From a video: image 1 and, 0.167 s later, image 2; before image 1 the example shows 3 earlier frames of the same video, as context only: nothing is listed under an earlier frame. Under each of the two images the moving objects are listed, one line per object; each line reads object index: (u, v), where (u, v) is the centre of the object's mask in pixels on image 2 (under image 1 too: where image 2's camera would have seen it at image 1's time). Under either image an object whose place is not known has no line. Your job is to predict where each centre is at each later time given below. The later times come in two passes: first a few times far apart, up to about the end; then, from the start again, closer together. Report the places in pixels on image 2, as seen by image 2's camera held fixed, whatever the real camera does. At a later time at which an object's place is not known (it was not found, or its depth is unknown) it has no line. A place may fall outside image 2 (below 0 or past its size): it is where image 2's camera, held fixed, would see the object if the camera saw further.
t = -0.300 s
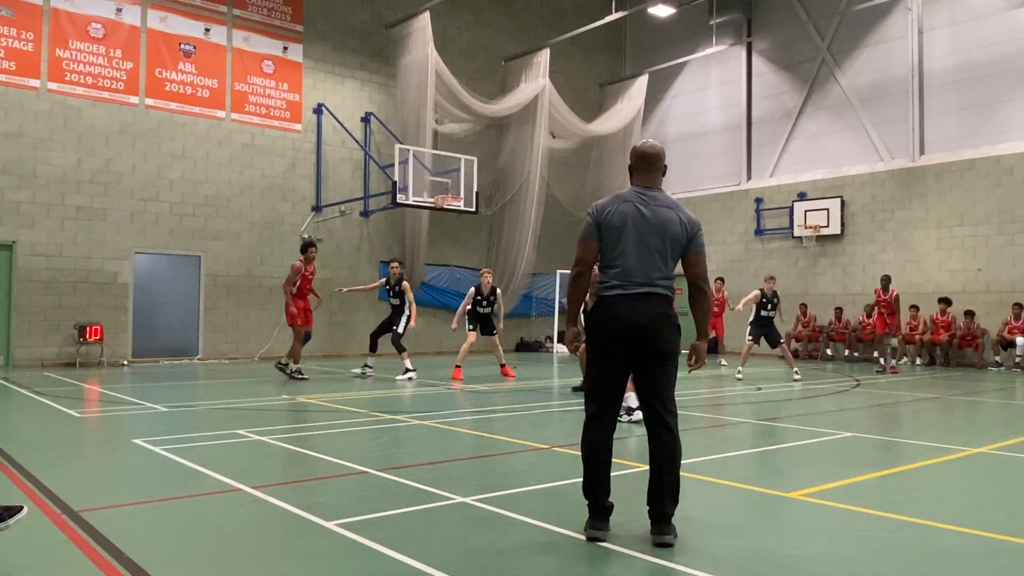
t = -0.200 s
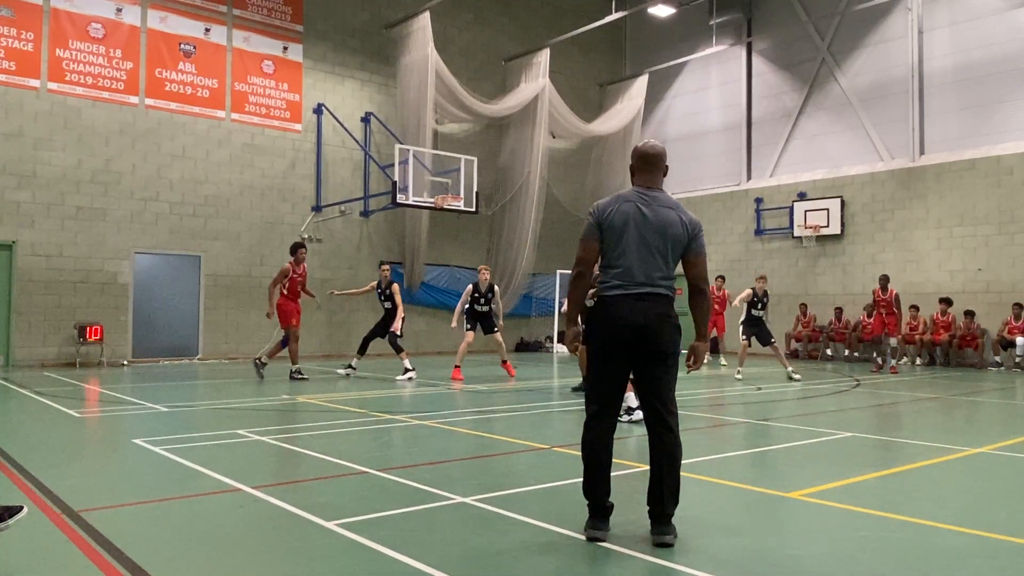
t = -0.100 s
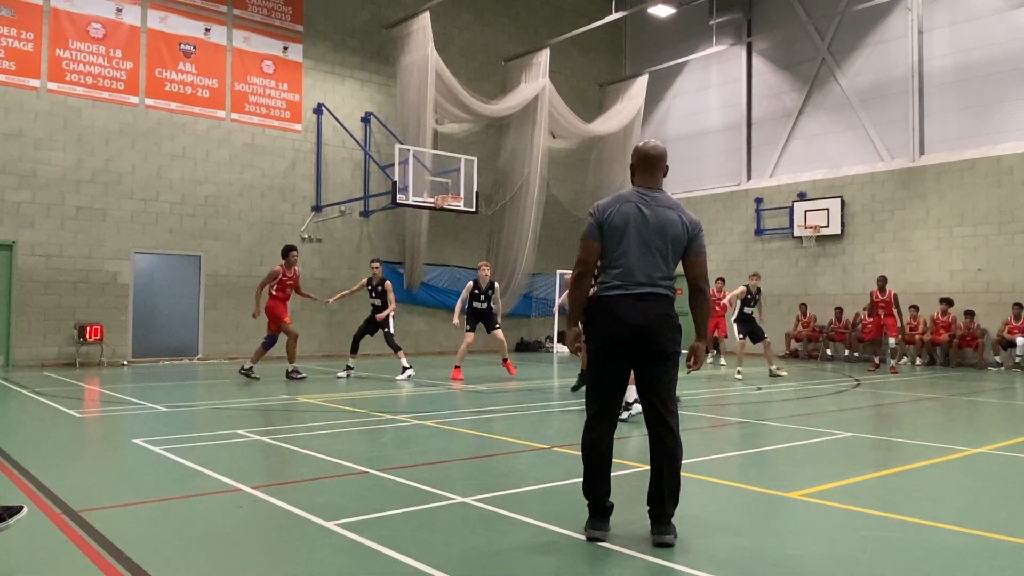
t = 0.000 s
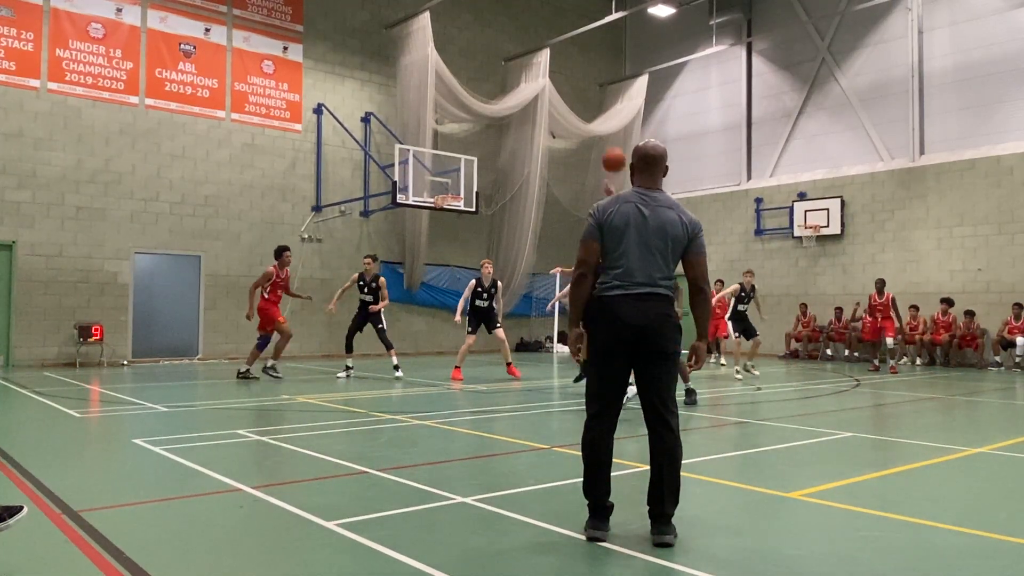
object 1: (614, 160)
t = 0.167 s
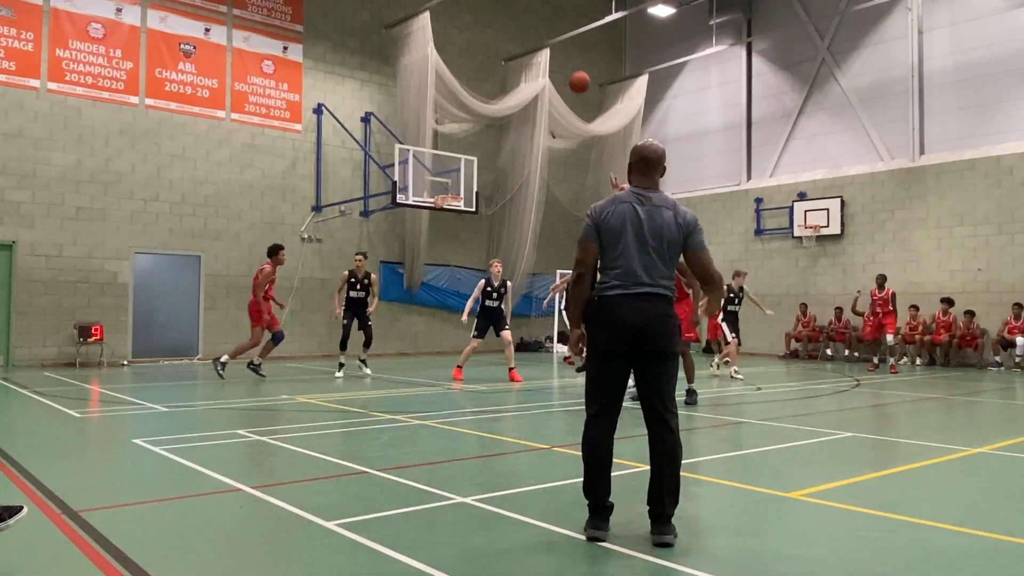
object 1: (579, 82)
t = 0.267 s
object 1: (562, 53)
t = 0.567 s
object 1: (519, 23)
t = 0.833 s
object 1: (490, 49)
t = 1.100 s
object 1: (468, 110)
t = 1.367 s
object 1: (440, 202)
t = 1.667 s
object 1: (440, 204)
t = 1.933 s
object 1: (458, 232)
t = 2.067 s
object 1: (458, 259)
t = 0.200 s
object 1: (574, 71)
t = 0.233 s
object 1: (568, 62)
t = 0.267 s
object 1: (562, 53)
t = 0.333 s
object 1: (551, 39)
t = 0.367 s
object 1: (546, 35)
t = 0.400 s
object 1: (541, 30)
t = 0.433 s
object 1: (537, 27)
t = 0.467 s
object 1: (532, 25)
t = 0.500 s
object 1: (528, 23)
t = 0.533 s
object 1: (523, 23)
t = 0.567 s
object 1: (519, 23)
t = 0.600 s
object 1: (515, 24)
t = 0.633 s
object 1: (511, 26)
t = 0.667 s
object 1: (508, 28)
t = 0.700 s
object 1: (504, 31)
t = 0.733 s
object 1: (500, 35)
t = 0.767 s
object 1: (497, 39)
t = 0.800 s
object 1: (494, 44)
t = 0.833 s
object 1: (490, 49)
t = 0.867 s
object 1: (487, 55)
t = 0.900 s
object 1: (485, 61)
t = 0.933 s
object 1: (481, 68)
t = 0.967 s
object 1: (478, 76)
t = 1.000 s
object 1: (476, 84)
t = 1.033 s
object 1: (473, 92)
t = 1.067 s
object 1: (470, 101)
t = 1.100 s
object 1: (468, 110)
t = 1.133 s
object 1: (465, 119)
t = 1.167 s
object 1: (463, 130)
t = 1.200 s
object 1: (460, 140)
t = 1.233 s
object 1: (458, 150)
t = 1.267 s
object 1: (456, 162)
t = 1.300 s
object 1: (454, 173)
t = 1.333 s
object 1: (451, 185)
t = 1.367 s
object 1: (440, 202)
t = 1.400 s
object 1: (448, 205)
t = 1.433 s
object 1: (450, 206)
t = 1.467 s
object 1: (452, 203)
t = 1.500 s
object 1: (452, 208)
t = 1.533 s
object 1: (452, 204)
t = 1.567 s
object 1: (445, 204)
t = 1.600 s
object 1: (454, 208)
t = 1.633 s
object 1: (454, 209)
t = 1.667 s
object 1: (440, 204)
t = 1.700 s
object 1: (454, 209)
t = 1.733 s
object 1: (458, 210)
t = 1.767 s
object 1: (458, 214)
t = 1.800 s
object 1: (458, 215)
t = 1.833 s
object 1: (458, 219)
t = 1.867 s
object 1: (458, 223)
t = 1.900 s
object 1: (457, 226)
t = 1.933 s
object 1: (458, 232)
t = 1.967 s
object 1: (458, 237)
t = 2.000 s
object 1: (458, 244)
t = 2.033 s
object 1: (458, 251)
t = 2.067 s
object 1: (458, 259)
